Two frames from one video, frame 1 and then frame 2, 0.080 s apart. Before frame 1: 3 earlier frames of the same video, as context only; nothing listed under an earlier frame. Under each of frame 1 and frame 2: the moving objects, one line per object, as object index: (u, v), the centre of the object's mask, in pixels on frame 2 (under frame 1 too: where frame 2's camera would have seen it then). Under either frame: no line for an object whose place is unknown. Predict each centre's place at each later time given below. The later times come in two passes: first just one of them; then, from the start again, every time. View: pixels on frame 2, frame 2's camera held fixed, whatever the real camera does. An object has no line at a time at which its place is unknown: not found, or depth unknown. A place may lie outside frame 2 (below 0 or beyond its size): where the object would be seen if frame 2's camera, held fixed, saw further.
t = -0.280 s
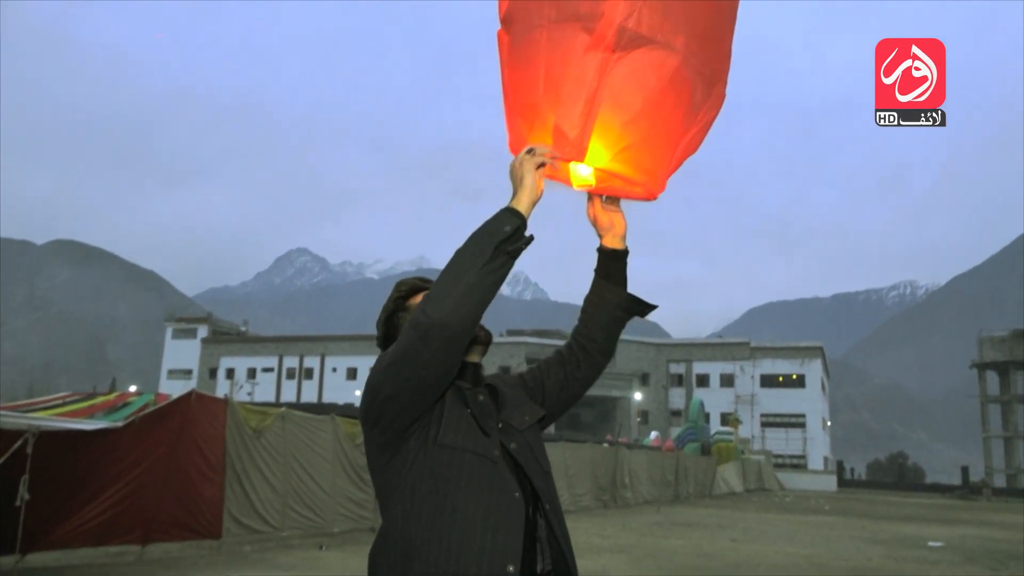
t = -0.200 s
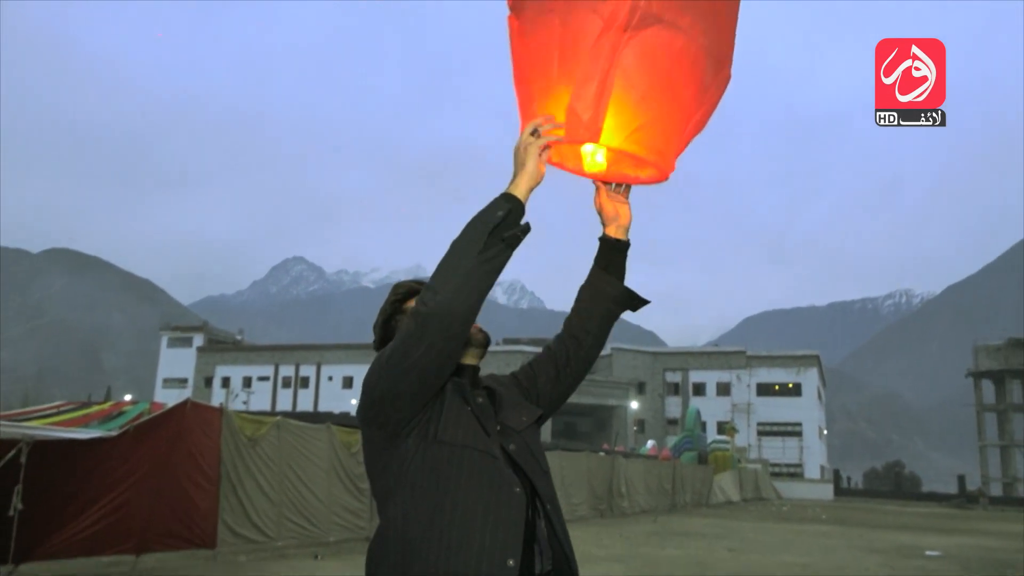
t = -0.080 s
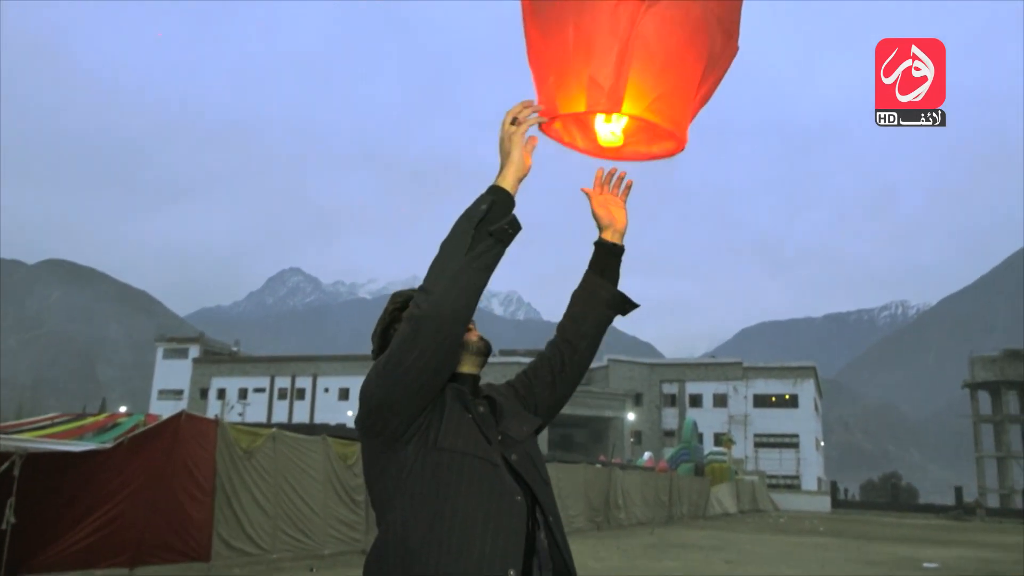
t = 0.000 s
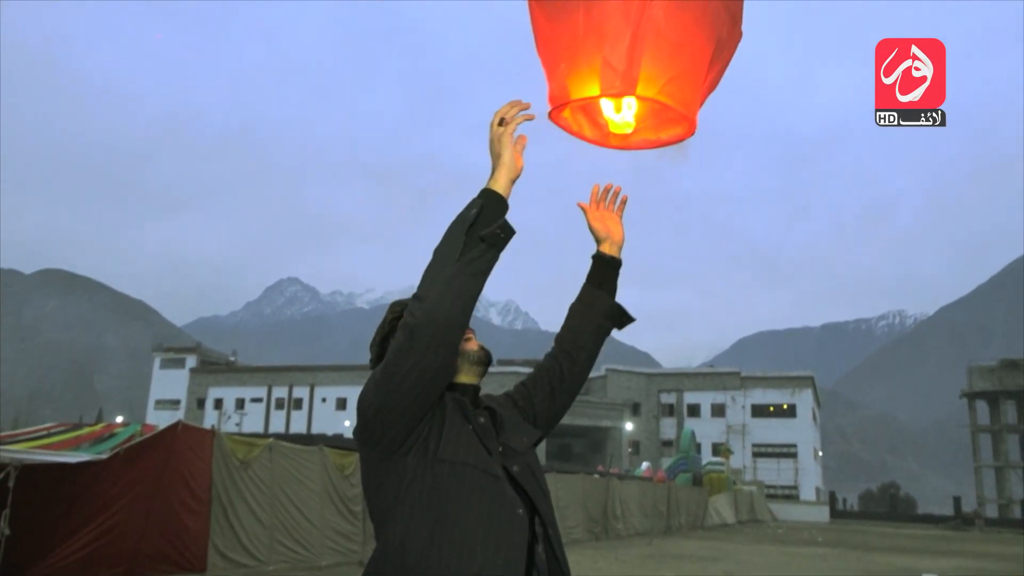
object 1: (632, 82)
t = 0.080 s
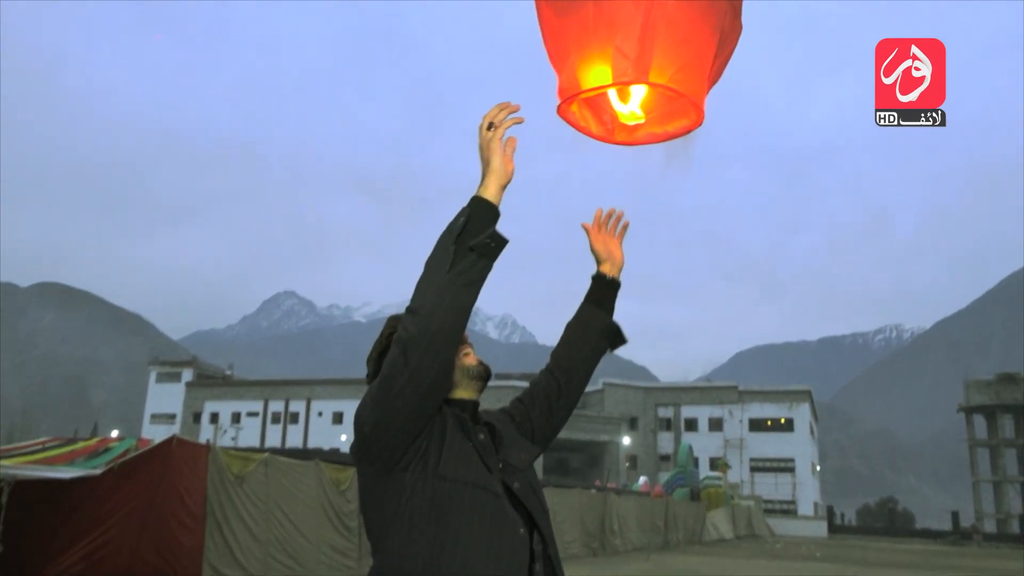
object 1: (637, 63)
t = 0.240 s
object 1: (651, 26)
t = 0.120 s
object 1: (642, 54)
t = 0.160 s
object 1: (645, 45)
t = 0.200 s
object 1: (647, 36)
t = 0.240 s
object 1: (651, 26)
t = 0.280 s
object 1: (652, 17)
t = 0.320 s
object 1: (653, 8)
